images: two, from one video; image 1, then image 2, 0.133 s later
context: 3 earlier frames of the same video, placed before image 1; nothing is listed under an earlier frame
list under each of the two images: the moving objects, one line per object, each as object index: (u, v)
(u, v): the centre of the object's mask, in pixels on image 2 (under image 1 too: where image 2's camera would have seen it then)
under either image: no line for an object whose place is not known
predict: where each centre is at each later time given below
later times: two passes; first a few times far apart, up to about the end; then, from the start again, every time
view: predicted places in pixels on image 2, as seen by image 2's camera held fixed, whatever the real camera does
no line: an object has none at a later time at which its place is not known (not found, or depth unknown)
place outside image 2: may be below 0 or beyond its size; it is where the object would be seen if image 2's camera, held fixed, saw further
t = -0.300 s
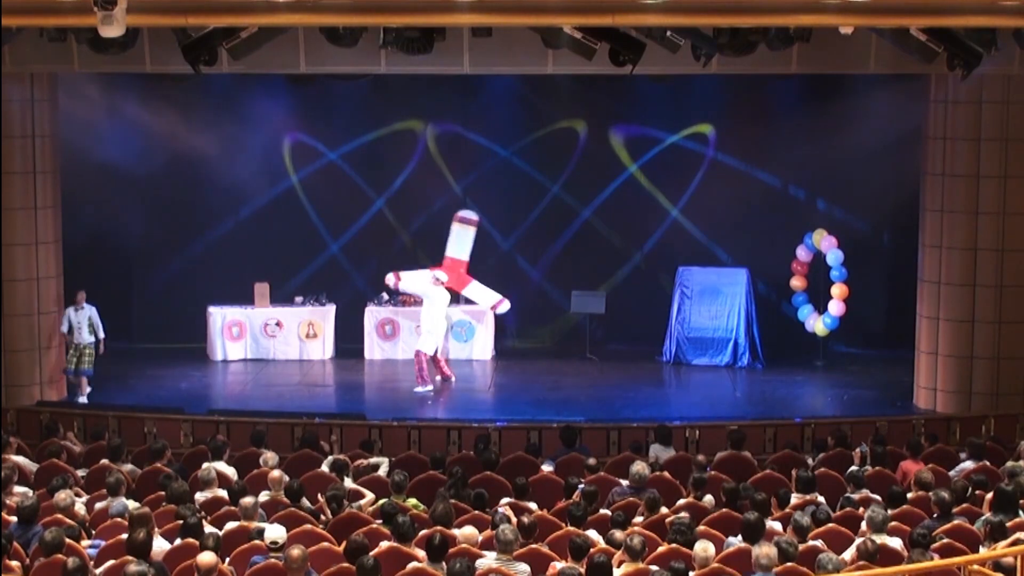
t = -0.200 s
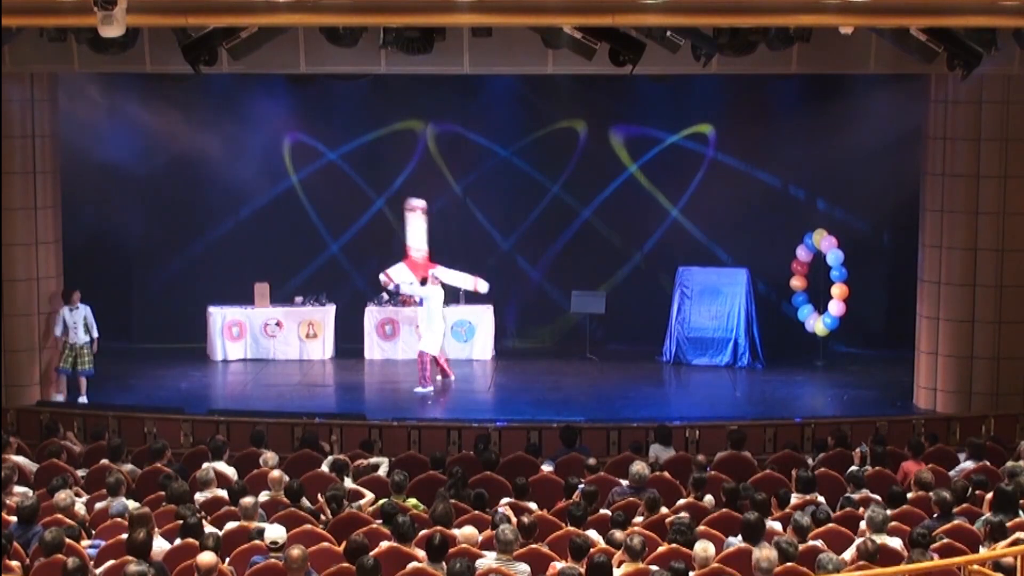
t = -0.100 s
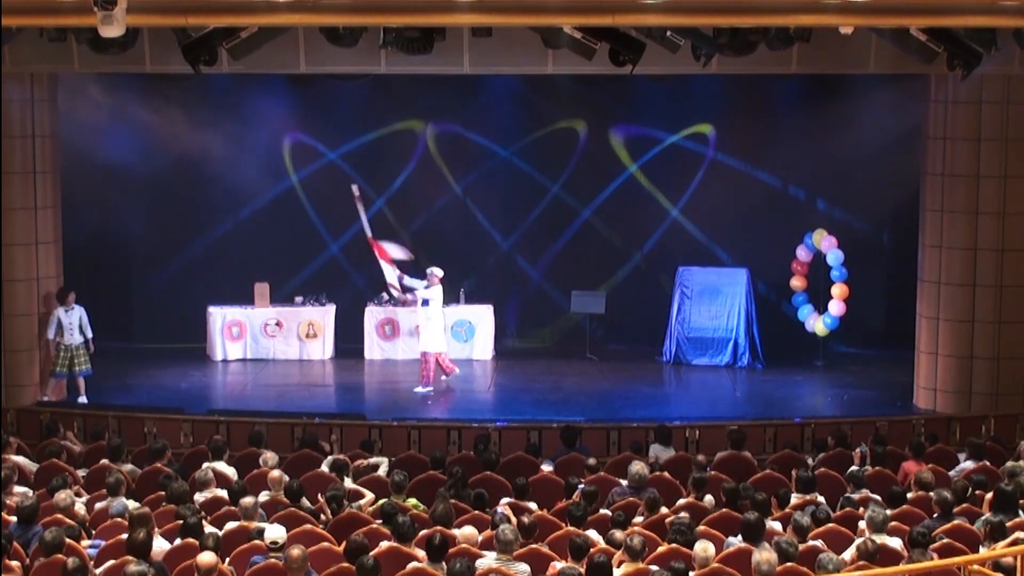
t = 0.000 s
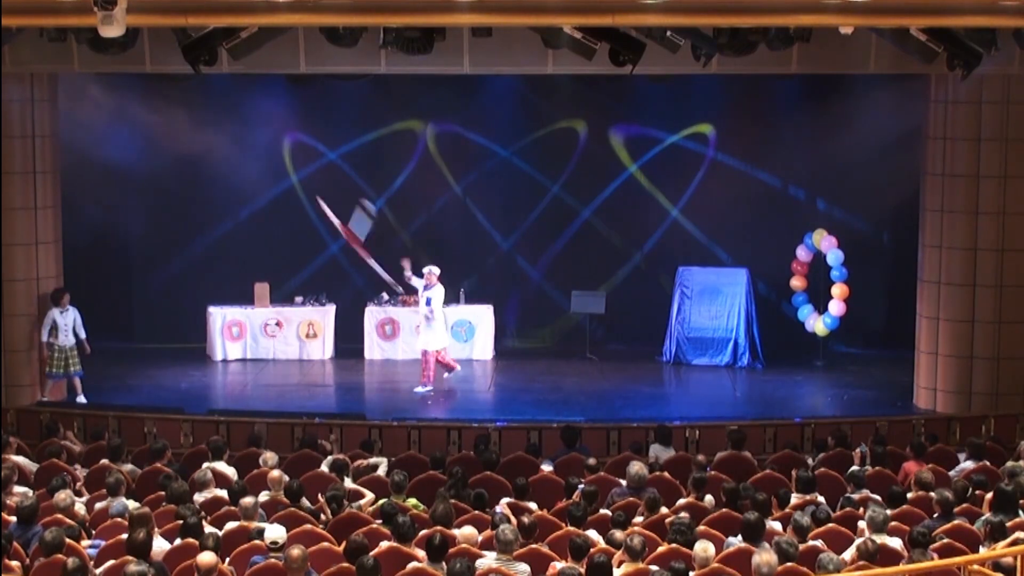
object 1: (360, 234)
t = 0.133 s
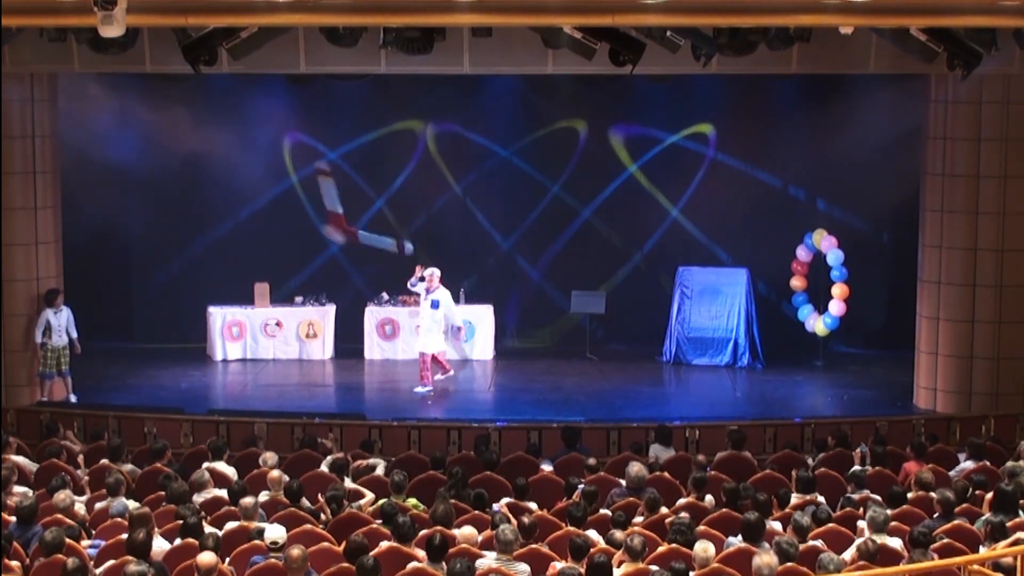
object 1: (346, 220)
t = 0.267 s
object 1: (353, 208)
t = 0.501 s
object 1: (378, 194)
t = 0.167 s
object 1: (349, 217)
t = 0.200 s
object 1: (349, 215)
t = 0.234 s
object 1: (349, 211)
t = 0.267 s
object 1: (353, 208)
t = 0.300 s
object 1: (356, 205)
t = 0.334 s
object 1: (359, 202)
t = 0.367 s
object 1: (363, 200)
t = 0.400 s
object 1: (366, 198)
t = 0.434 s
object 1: (370, 197)
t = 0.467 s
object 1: (374, 195)
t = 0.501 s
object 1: (378, 194)
